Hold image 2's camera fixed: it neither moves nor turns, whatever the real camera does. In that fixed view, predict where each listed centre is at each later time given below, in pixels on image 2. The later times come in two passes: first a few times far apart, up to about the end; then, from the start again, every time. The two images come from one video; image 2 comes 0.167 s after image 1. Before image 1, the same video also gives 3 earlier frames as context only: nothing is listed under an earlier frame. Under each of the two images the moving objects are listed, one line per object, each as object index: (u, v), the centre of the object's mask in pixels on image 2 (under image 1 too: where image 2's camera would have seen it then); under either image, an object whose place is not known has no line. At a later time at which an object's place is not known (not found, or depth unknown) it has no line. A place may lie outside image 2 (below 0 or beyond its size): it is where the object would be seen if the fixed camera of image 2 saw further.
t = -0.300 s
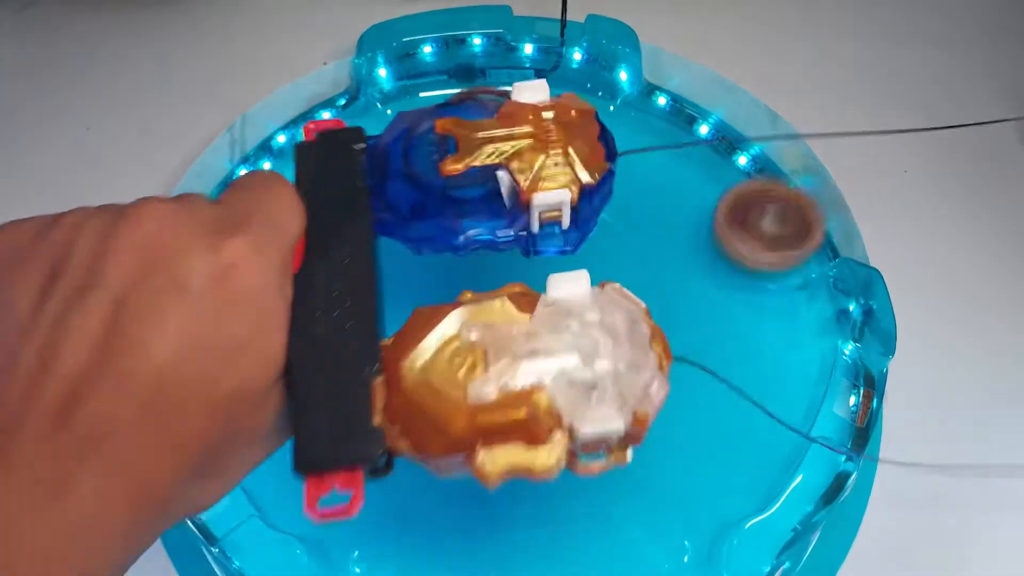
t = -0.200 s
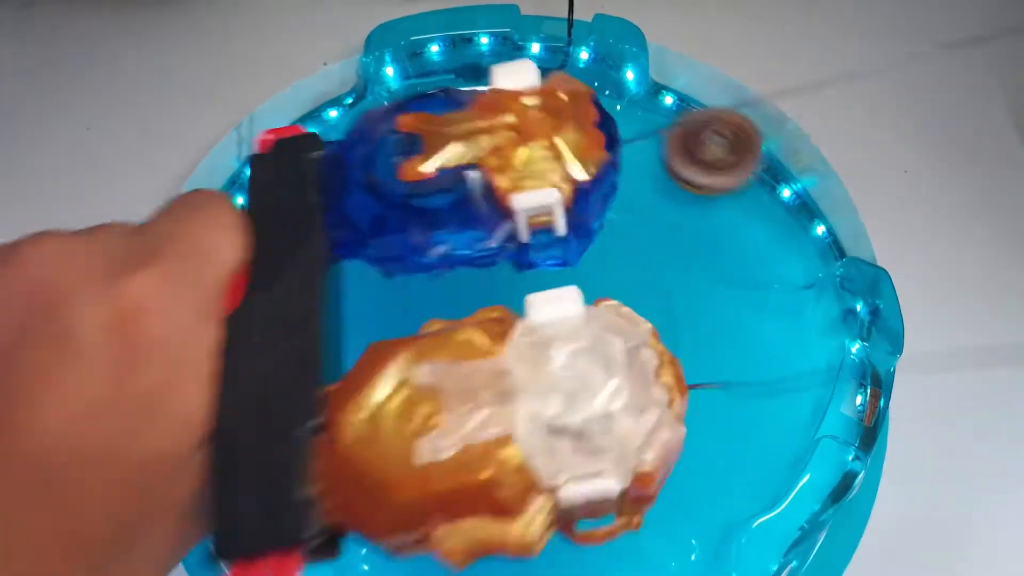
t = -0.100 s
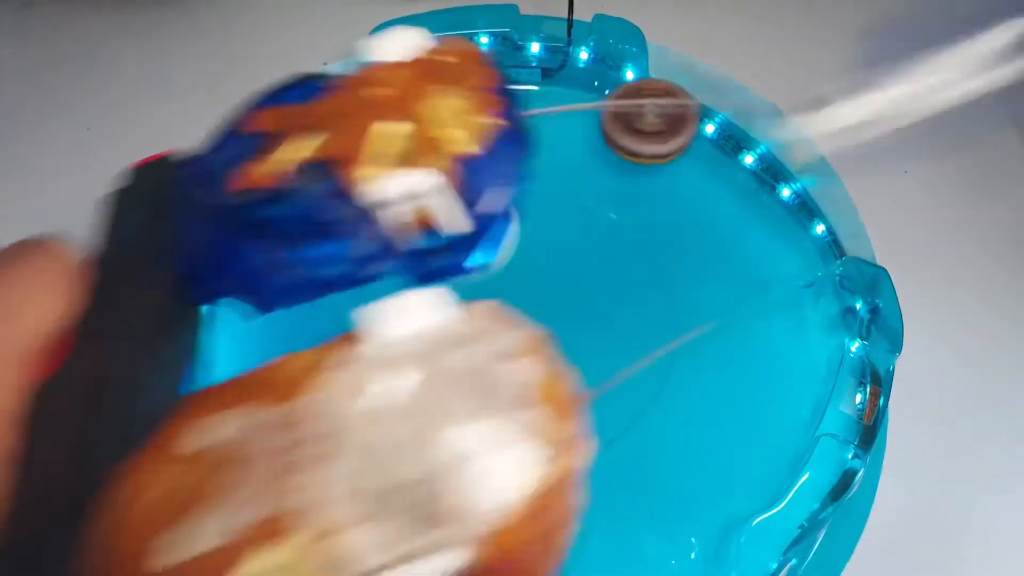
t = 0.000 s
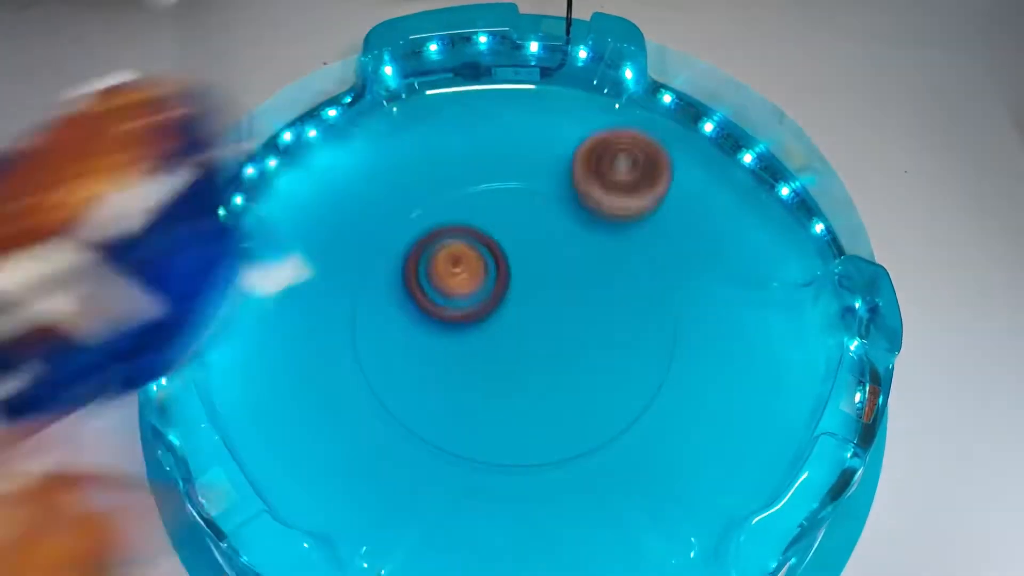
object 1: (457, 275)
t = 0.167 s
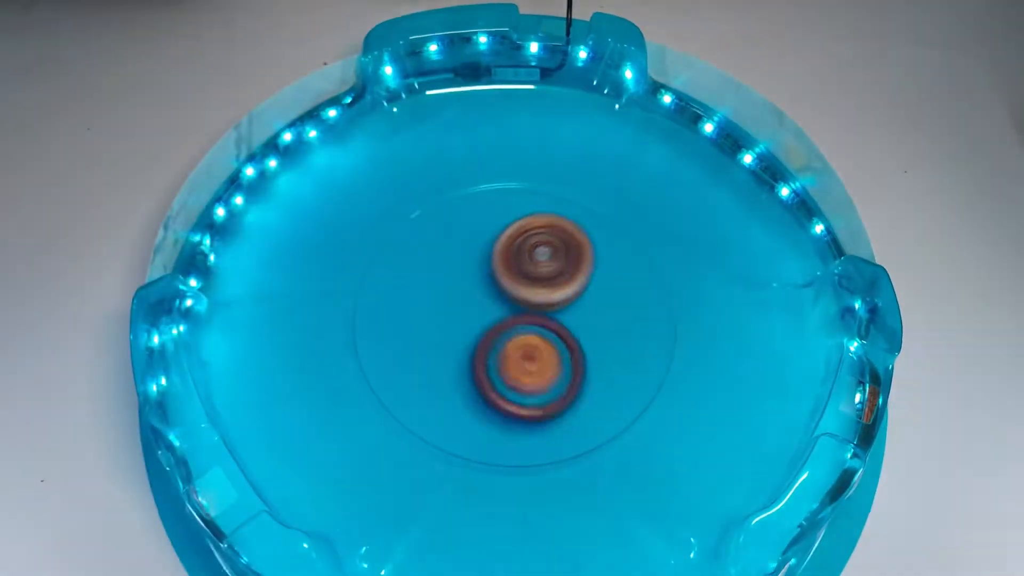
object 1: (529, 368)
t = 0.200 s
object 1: (548, 377)
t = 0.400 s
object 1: (683, 291)
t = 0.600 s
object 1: (670, 157)
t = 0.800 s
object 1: (663, 124)
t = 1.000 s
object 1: (656, 140)
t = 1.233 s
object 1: (639, 181)
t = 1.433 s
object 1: (524, 243)
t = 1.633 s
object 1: (445, 290)
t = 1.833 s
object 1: (473, 331)
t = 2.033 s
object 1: (487, 330)
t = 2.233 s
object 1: (518, 332)
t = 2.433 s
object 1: (458, 371)
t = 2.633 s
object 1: (484, 507)
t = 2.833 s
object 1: (503, 533)
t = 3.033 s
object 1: (512, 480)
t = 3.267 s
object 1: (536, 478)
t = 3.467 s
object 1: (560, 443)
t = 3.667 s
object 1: (619, 334)
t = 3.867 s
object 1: (594, 325)
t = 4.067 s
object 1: (509, 297)
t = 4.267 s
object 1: (493, 348)
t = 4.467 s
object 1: (536, 336)
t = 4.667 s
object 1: (495, 315)
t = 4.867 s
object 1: (485, 319)
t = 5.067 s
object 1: (500, 322)
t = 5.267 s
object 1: (639, 339)
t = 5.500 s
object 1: (634, 239)
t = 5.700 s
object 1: (542, 253)
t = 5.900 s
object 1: (482, 190)
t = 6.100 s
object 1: (431, 259)
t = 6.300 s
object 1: (473, 308)
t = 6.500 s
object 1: (496, 261)
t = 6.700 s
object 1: (520, 269)
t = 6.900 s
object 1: (501, 278)
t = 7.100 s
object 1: (482, 269)
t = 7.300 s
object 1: (505, 213)
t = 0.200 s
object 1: (548, 377)
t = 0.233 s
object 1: (574, 379)
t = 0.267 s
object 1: (603, 374)
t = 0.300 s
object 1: (632, 361)
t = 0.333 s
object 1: (657, 343)
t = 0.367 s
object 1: (674, 320)
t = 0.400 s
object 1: (683, 291)
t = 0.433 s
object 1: (686, 261)
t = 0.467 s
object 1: (684, 232)
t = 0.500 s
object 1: (680, 207)
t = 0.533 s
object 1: (676, 187)
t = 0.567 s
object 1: (673, 170)
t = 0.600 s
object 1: (670, 157)
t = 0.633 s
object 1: (668, 147)
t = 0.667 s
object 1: (667, 138)
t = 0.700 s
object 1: (665, 132)
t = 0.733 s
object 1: (664, 128)
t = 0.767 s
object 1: (663, 125)
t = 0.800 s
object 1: (663, 124)
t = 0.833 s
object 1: (662, 125)
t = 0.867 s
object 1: (661, 126)
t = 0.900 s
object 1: (659, 129)
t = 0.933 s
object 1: (659, 132)
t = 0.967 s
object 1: (657, 136)
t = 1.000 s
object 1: (656, 140)
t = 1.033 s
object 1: (653, 145)
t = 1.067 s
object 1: (652, 149)
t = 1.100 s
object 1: (650, 155)
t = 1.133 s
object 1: (648, 161)
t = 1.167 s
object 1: (645, 167)
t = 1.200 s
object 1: (642, 174)
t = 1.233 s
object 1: (639, 181)
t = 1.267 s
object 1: (630, 190)
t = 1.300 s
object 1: (613, 201)
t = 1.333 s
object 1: (590, 211)
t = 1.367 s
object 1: (567, 223)
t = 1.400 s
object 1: (544, 237)
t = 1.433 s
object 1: (524, 243)
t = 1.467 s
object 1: (506, 249)
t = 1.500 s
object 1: (491, 258)
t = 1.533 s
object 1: (478, 271)
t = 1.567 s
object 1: (470, 285)
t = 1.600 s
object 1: (457, 288)
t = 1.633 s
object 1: (445, 290)
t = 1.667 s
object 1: (439, 292)
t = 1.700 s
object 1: (437, 297)
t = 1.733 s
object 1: (438, 304)
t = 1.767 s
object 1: (445, 313)
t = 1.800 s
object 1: (457, 321)
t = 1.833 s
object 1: (473, 331)
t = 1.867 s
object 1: (489, 338)
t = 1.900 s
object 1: (503, 343)
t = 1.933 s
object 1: (495, 340)
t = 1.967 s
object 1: (489, 336)
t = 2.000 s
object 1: (486, 333)
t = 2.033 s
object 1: (487, 330)
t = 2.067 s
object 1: (491, 329)
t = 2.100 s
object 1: (496, 330)
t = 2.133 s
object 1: (503, 331)
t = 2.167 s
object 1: (509, 332)
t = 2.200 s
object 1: (514, 332)
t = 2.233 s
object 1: (518, 332)
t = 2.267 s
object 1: (501, 343)
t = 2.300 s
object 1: (481, 355)
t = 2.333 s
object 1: (466, 363)
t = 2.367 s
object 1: (458, 368)
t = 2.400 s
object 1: (455, 371)
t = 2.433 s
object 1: (458, 371)
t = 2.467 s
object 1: (466, 369)
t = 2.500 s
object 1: (478, 367)
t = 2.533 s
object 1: (488, 368)
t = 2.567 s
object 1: (480, 424)
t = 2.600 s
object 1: (481, 462)
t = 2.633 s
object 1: (484, 507)
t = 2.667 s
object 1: (481, 533)
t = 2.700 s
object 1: (474, 561)
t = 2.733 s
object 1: (484, 552)
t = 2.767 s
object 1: (492, 546)
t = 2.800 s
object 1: (498, 540)
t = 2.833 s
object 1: (503, 533)
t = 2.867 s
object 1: (507, 527)
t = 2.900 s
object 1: (510, 521)
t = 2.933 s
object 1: (512, 514)
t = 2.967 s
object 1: (513, 503)
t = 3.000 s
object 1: (513, 492)
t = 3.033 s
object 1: (512, 480)
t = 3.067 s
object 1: (511, 468)
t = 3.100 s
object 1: (511, 465)
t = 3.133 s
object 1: (515, 472)
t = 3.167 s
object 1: (521, 474)
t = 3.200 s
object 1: (527, 476)
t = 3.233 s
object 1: (532, 477)
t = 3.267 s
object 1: (536, 478)
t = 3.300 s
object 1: (538, 478)
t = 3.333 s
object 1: (540, 475)
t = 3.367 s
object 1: (541, 471)
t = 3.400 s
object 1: (543, 465)
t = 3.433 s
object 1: (549, 456)
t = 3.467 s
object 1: (560, 443)
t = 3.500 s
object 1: (574, 425)
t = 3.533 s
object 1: (588, 403)
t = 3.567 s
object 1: (600, 379)
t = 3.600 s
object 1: (605, 354)
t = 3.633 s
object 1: (606, 330)
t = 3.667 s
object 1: (619, 334)
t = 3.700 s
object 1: (626, 341)
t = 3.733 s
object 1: (628, 346)
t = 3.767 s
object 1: (625, 345)
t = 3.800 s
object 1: (618, 341)
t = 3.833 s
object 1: (607, 334)
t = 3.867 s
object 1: (594, 325)
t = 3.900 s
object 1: (578, 315)
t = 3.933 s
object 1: (562, 305)
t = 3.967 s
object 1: (546, 297)
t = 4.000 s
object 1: (533, 292)
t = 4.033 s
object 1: (520, 293)
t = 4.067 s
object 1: (509, 297)
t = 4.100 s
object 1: (500, 303)
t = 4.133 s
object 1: (493, 311)
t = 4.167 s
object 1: (489, 321)
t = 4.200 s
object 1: (488, 332)
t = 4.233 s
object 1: (489, 341)
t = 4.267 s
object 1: (493, 348)
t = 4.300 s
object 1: (501, 351)
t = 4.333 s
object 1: (510, 353)
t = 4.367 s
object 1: (520, 351)
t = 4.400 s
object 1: (528, 347)
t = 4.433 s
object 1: (535, 342)
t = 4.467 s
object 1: (536, 336)
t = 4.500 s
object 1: (534, 329)
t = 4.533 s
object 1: (527, 322)
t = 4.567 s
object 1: (519, 317)
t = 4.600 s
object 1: (510, 314)
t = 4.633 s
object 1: (502, 313)
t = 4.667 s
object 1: (495, 315)
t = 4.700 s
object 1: (487, 320)
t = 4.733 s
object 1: (481, 323)
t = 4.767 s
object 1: (476, 325)
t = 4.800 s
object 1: (476, 325)
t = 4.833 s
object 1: (479, 322)
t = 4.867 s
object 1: (485, 319)
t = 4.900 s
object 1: (493, 317)
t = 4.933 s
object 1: (502, 317)
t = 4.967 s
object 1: (507, 319)
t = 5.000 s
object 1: (509, 323)
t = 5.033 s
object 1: (506, 324)
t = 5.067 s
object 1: (500, 322)
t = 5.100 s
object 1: (498, 319)
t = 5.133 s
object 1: (537, 332)
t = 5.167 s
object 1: (570, 342)
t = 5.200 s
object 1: (599, 347)
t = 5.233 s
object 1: (621, 346)
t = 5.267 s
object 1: (639, 339)
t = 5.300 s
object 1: (651, 326)
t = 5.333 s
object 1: (659, 312)
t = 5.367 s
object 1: (662, 296)
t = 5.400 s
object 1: (660, 280)
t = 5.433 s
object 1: (655, 265)
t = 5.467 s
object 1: (646, 251)
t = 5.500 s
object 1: (634, 239)
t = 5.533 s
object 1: (618, 232)
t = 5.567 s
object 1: (601, 229)
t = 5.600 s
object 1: (582, 230)
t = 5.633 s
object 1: (566, 235)
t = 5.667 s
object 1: (552, 242)
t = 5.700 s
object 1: (542, 253)
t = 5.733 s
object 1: (534, 243)
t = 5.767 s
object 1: (528, 218)
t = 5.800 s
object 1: (520, 199)
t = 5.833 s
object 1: (510, 189)
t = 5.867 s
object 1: (496, 188)
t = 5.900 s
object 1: (482, 190)
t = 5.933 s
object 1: (468, 196)
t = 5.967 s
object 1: (455, 204)
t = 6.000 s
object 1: (445, 214)
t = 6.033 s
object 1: (437, 228)
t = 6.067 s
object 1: (432, 242)
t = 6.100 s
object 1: (431, 259)
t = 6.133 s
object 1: (434, 273)
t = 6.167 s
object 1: (440, 286)
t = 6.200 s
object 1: (446, 297)
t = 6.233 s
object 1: (455, 303)
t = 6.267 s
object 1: (464, 307)
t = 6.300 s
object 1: (473, 308)
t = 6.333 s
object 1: (483, 306)
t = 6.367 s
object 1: (490, 302)
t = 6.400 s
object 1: (496, 296)
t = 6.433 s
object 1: (495, 282)
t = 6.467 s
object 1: (494, 270)
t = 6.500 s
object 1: (496, 261)
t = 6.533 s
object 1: (502, 255)
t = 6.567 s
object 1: (508, 253)
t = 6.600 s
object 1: (514, 254)
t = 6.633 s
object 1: (519, 261)
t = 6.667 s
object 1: (521, 270)
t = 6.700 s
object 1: (520, 269)
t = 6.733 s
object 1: (518, 268)
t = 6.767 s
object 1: (515, 269)
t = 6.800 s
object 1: (512, 270)
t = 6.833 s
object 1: (509, 273)
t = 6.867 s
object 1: (505, 276)
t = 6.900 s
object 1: (501, 278)
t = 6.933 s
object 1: (497, 280)
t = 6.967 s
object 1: (493, 281)
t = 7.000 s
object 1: (489, 282)
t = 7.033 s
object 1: (485, 279)
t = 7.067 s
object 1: (482, 273)
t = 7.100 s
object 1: (482, 269)
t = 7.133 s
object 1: (484, 265)
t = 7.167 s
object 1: (488, 261)
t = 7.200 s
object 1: (494, 259)
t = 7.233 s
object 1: (499, 259)
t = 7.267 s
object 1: (503, 247)
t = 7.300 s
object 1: (505, 213)
